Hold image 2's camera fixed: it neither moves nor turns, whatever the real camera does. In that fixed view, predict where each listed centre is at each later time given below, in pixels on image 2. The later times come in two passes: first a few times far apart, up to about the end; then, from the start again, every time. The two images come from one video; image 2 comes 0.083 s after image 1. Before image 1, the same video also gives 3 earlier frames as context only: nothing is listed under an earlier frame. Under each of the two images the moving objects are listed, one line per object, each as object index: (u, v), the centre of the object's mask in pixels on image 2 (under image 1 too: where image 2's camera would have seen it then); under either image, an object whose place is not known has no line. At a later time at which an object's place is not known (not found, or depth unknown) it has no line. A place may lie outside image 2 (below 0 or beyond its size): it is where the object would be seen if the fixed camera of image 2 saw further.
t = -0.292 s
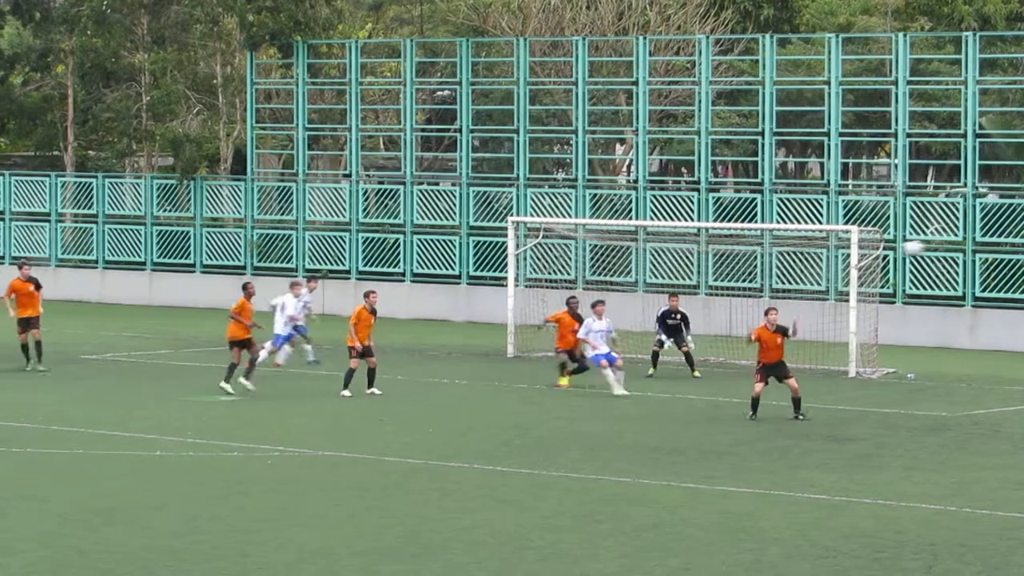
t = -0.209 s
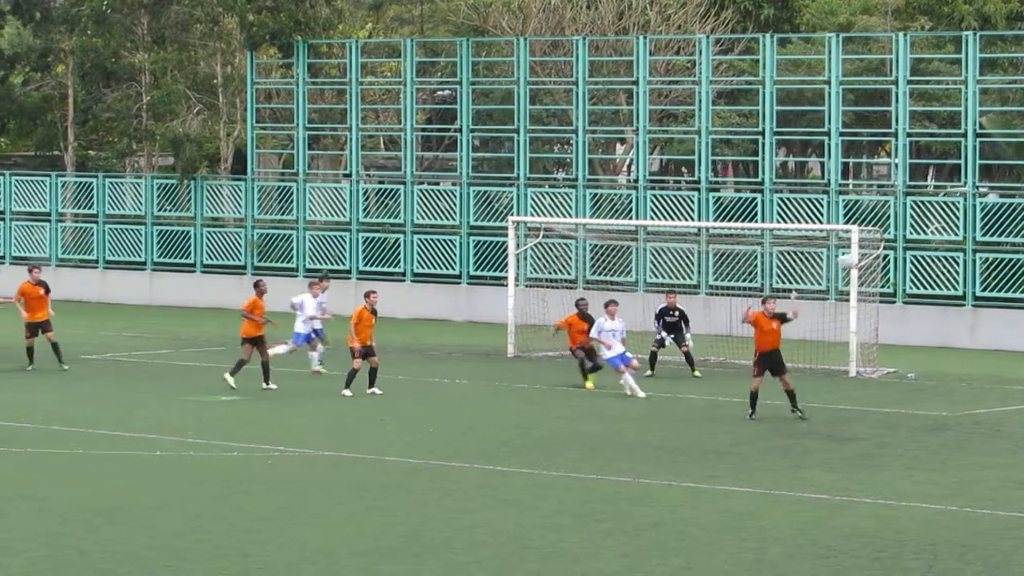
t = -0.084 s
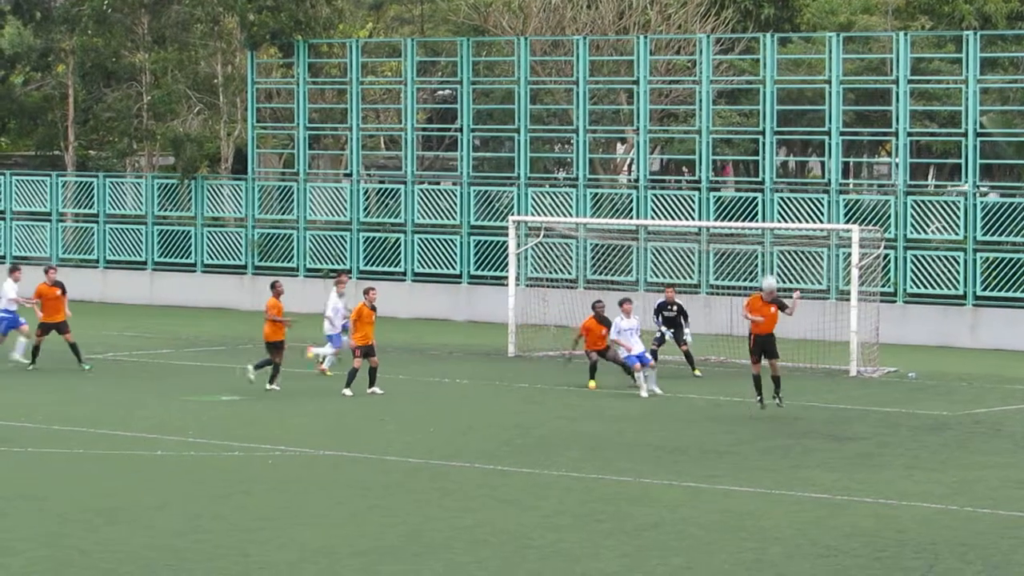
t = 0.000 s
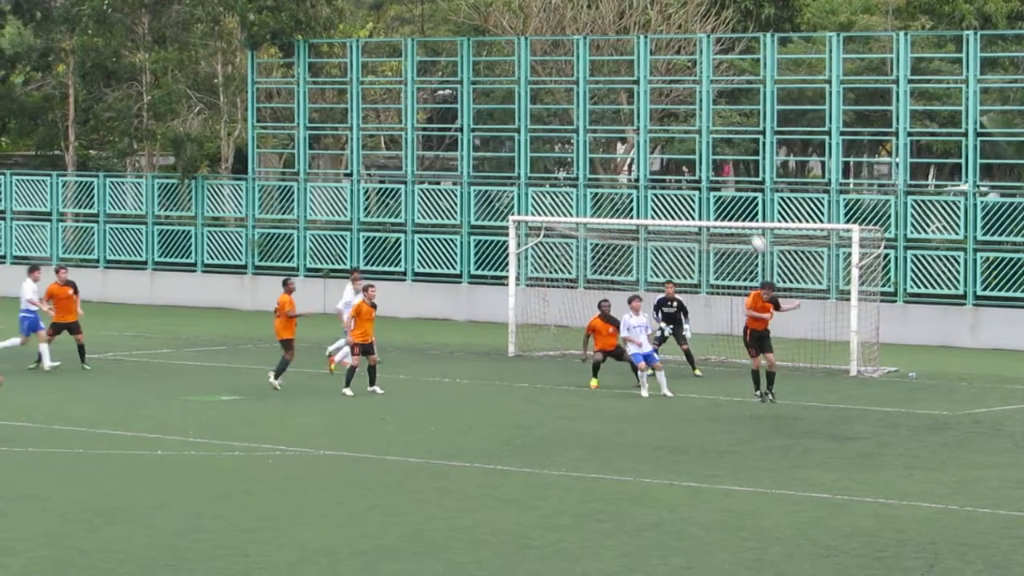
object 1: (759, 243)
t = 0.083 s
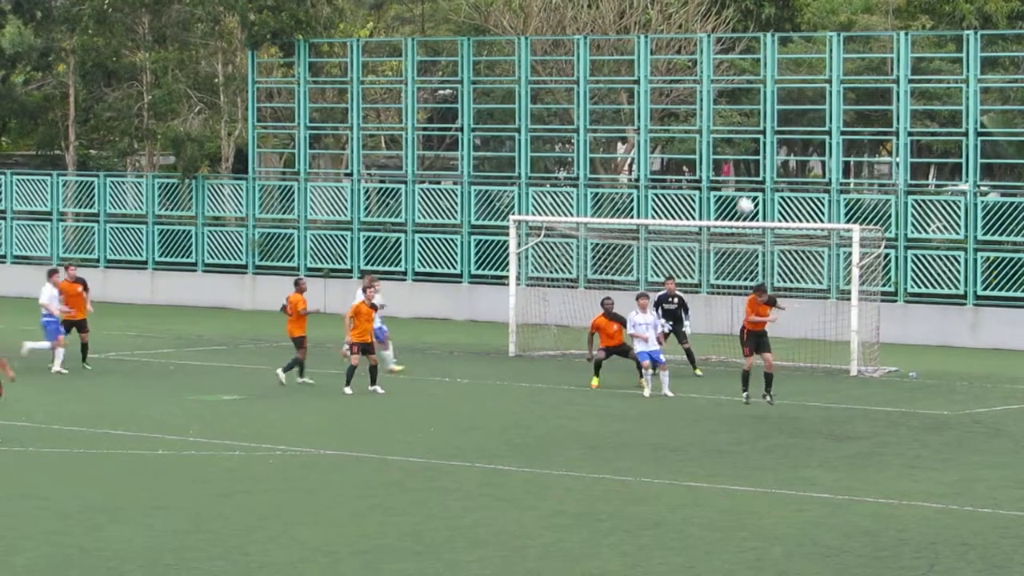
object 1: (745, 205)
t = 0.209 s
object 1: (721, 157)
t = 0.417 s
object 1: (666, 88)
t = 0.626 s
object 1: (596, 48)
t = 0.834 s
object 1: (504, 40)
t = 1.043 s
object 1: (392, 74)
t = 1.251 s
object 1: (255, 155)
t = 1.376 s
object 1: (158, 233)
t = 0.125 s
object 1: (736, 187)
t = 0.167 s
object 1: (729, 172)
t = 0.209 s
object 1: (721, 157)
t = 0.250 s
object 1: (711, 140)
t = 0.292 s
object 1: (699, 126)
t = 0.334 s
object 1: (689, 112)
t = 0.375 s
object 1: (678, 100)
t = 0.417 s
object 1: (666, 88)
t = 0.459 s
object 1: (654, 78)
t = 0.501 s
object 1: (639, 69)
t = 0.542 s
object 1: (625, 60)
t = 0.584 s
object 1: (610, 52)
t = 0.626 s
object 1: (596, 48)
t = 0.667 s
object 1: (578, 44)
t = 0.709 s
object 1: (561, 41)
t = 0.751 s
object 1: (543, 39)
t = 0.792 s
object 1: (524, 39)
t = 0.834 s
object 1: (504, 40)
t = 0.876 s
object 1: (484, 44)
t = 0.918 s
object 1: (462, 48)
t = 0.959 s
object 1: (440, 55)
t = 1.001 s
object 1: (416, 62)
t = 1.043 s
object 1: (392, 74)
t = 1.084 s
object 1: (368, 85)
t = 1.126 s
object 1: (341, 99)
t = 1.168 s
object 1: (313, 116)
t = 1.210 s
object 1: (285, 133)
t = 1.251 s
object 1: (255, 155)
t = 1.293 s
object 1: (225, 178)
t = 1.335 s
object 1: (192, 205)
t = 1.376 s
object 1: (158, 233)
